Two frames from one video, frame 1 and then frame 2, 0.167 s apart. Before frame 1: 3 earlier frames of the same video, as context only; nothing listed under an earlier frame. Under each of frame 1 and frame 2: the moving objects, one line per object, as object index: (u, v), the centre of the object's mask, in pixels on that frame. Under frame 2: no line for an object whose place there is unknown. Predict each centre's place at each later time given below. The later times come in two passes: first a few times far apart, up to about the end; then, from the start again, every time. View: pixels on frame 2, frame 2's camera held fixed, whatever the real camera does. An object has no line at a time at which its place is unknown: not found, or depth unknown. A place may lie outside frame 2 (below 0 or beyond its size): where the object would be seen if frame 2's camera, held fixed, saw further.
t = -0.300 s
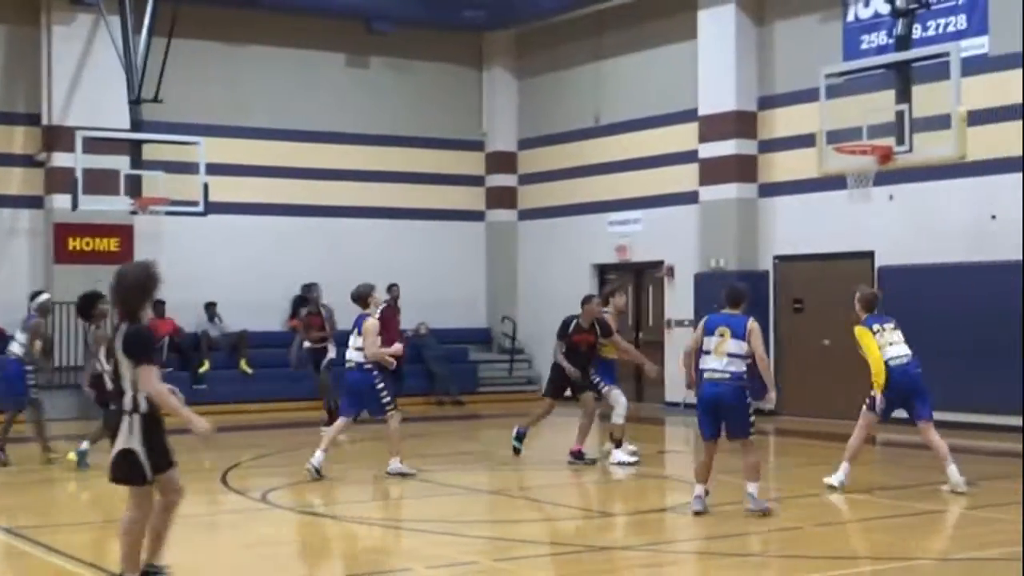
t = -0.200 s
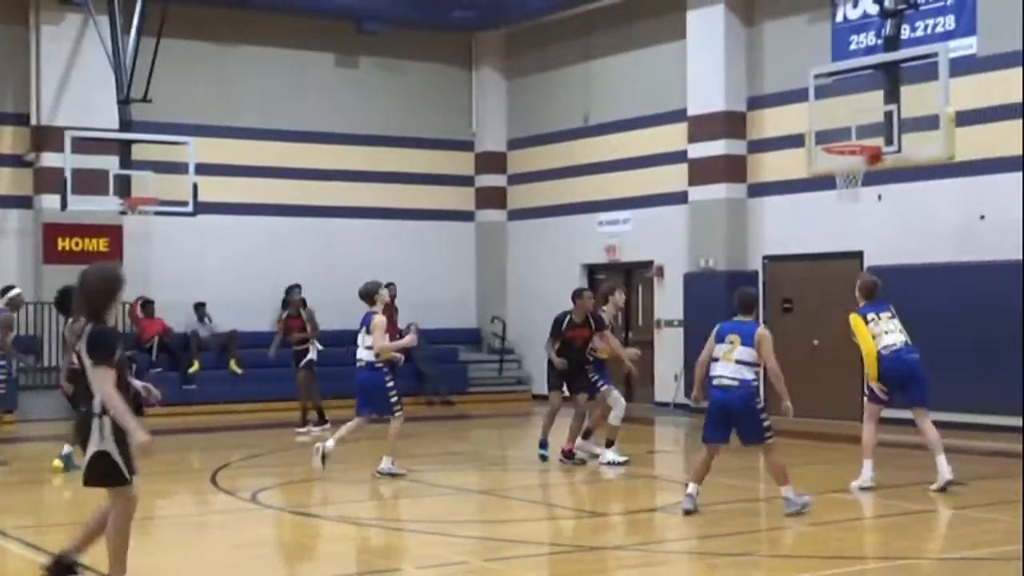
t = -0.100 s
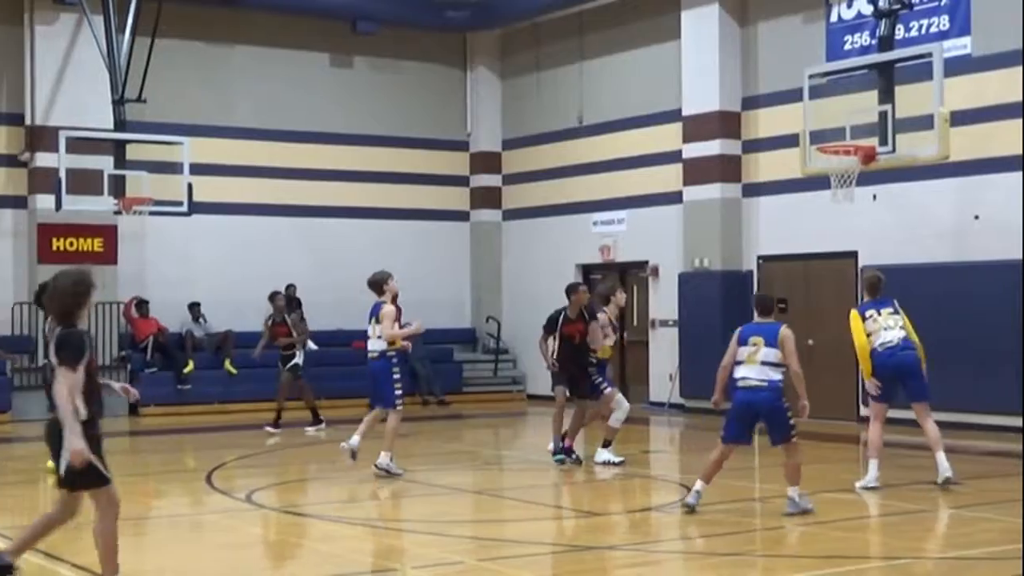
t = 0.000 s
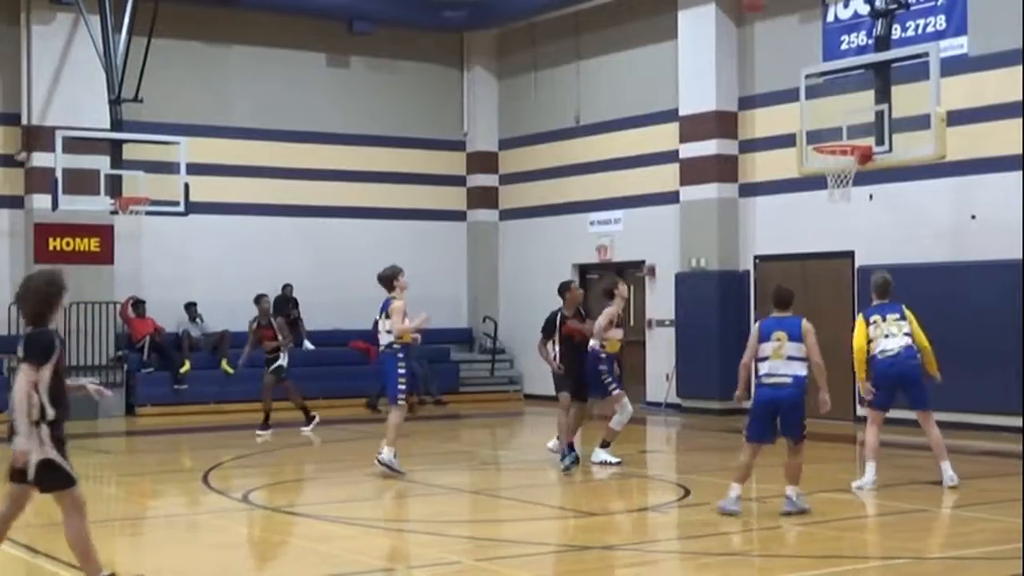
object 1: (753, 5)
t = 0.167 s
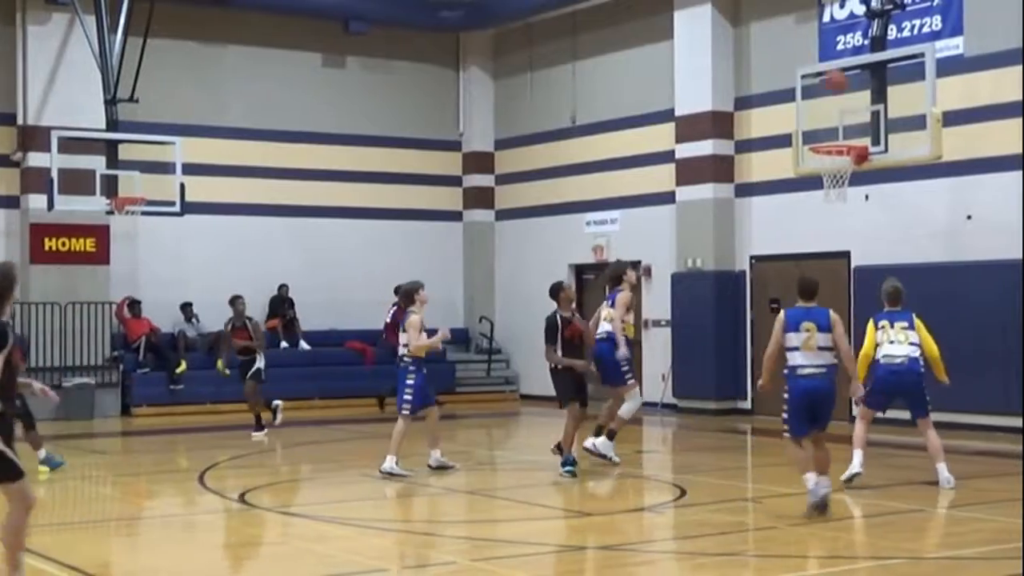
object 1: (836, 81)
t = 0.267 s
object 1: (860, 132)
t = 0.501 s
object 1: (820, 78)
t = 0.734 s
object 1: (778, 72)
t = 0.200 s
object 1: (852, 100)
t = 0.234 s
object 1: (863, 117)
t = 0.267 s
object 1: (860, 132)
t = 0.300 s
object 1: (853, 128)
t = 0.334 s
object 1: (848, 118)
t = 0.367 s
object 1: (843, 108)
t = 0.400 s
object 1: (837, 98)
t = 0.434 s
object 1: (831, 91)
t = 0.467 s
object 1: (827, 84)
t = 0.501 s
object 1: (820, 78)
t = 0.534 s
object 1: (814, 75)
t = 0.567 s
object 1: (808, 71)
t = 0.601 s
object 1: (802, 69)
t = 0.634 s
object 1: (796, 68)
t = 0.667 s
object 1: (790, 68)
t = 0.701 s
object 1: (784, 70)
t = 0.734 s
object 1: (778, 72)
